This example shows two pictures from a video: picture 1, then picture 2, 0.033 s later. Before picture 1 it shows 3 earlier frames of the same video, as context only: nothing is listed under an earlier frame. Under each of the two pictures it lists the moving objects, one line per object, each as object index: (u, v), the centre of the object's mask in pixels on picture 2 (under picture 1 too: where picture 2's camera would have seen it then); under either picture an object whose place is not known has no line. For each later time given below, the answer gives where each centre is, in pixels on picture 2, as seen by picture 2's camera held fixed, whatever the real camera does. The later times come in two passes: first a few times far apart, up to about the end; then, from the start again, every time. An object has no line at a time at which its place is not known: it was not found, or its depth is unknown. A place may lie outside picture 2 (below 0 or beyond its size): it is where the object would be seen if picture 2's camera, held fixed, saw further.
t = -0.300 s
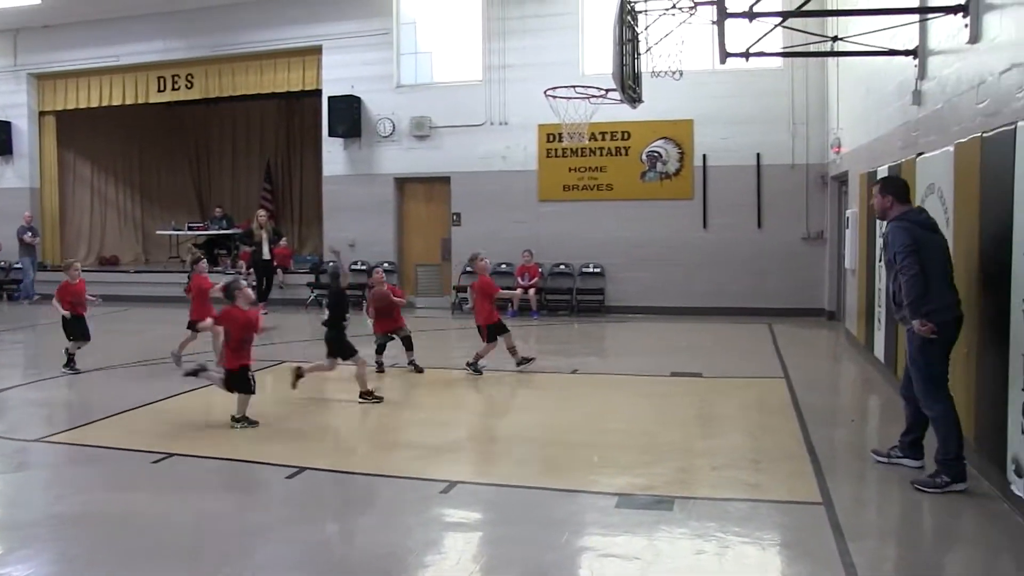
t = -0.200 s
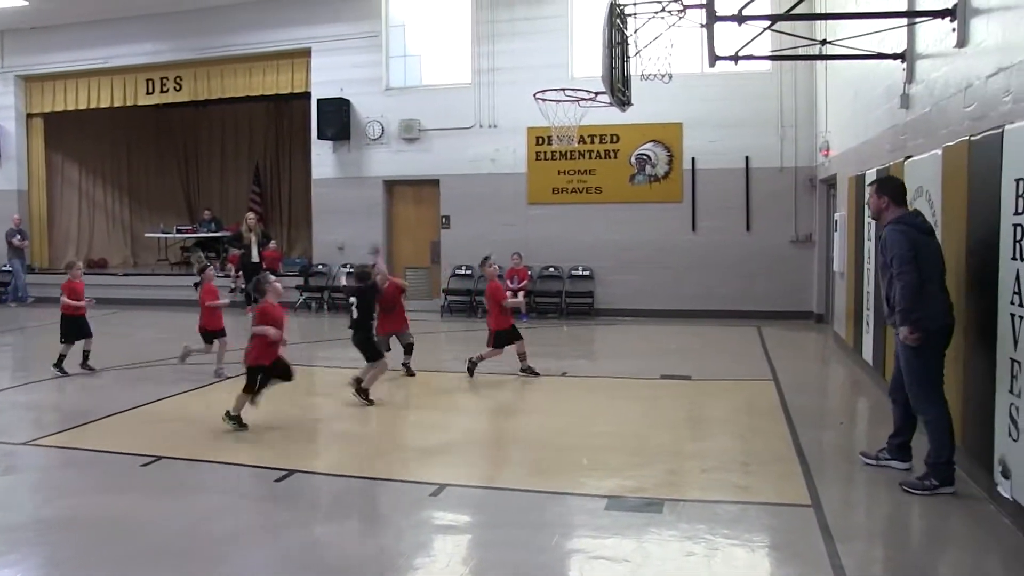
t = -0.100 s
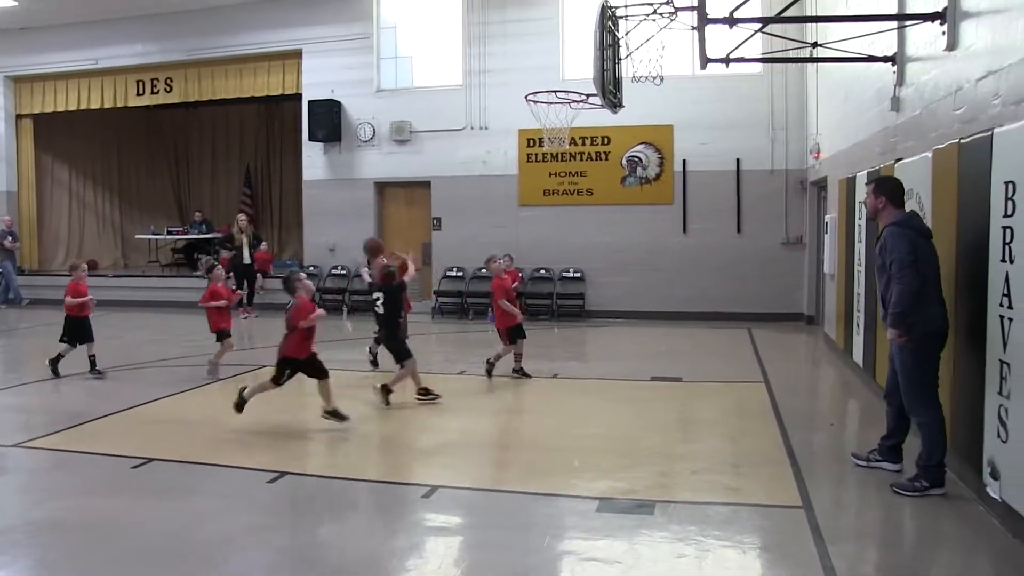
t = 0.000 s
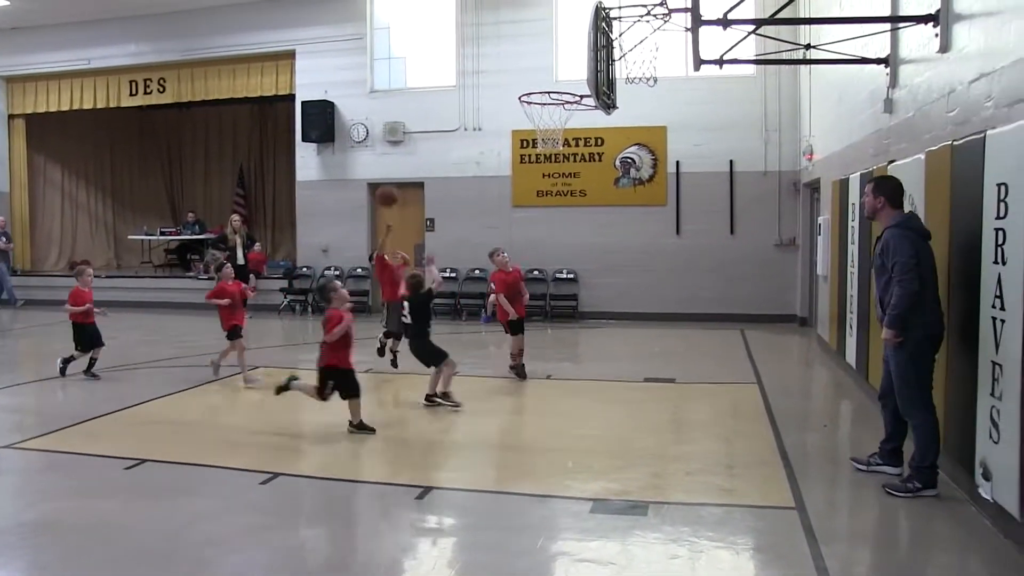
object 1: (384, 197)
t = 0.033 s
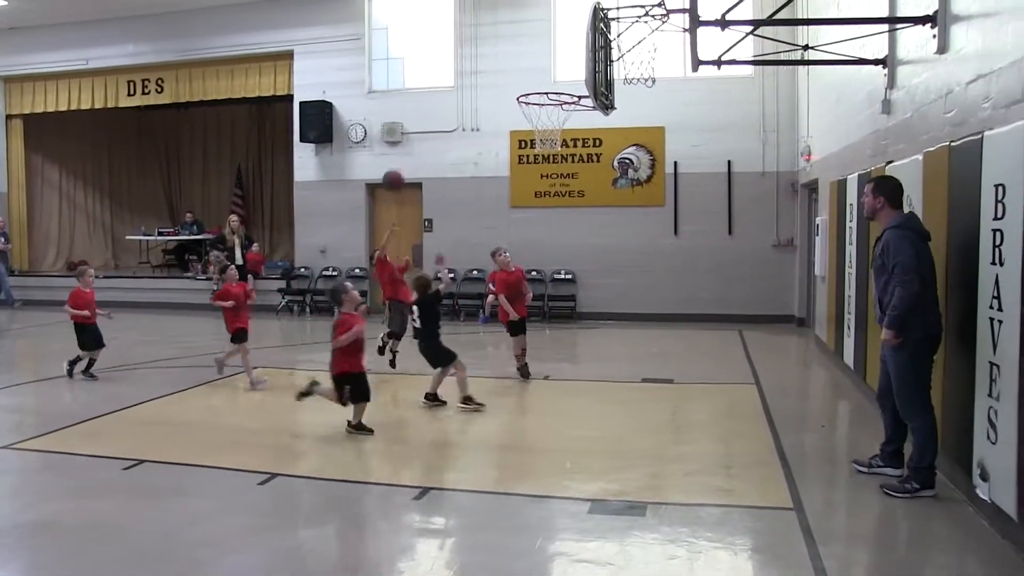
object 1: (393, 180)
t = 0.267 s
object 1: (455, 96)
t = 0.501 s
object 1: (524, 65)
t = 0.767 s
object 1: (567, 80)
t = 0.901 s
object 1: (557, 84)
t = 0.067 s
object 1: (401, 166)
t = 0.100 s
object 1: (410, 152)
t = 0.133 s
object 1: (419, 139)
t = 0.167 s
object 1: (428, 126)
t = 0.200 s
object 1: (437, 115)
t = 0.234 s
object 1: (446, 105)
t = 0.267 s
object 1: (455, 96)
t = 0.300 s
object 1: (464, 88)
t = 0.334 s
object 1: (473, 81)
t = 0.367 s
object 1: (483, 75)
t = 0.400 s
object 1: (493, 71)
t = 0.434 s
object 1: (503, 67)
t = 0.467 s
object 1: (513, 66)
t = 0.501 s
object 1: (524, 65)
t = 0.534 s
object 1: (535, 66)
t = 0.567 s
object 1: (545, 68)
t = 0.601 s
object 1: (557, 72)
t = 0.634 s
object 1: (569, 77)
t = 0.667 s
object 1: (576, 82)
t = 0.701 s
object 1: (576, 81)
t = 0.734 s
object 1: (571, 81)
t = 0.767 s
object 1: (567, 80)
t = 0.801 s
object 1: (565, 79)
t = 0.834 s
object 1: (562, 79)
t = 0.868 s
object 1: (560, 81)
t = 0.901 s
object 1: (557, 84)
